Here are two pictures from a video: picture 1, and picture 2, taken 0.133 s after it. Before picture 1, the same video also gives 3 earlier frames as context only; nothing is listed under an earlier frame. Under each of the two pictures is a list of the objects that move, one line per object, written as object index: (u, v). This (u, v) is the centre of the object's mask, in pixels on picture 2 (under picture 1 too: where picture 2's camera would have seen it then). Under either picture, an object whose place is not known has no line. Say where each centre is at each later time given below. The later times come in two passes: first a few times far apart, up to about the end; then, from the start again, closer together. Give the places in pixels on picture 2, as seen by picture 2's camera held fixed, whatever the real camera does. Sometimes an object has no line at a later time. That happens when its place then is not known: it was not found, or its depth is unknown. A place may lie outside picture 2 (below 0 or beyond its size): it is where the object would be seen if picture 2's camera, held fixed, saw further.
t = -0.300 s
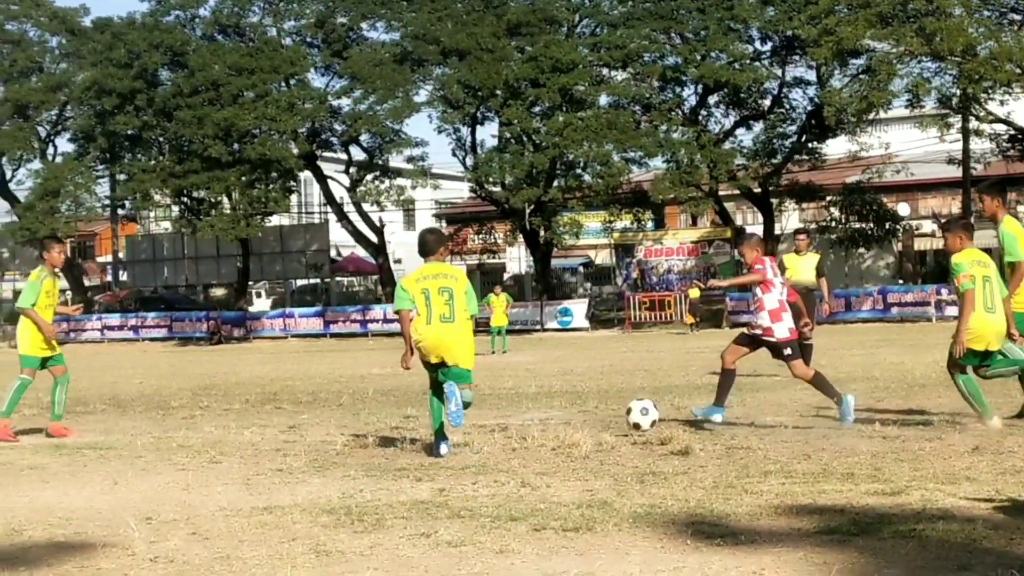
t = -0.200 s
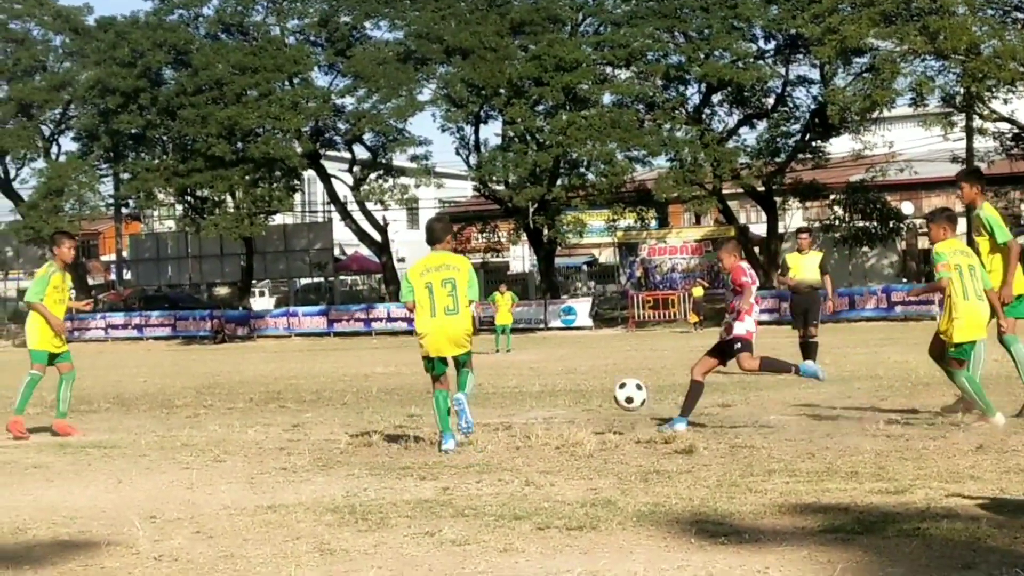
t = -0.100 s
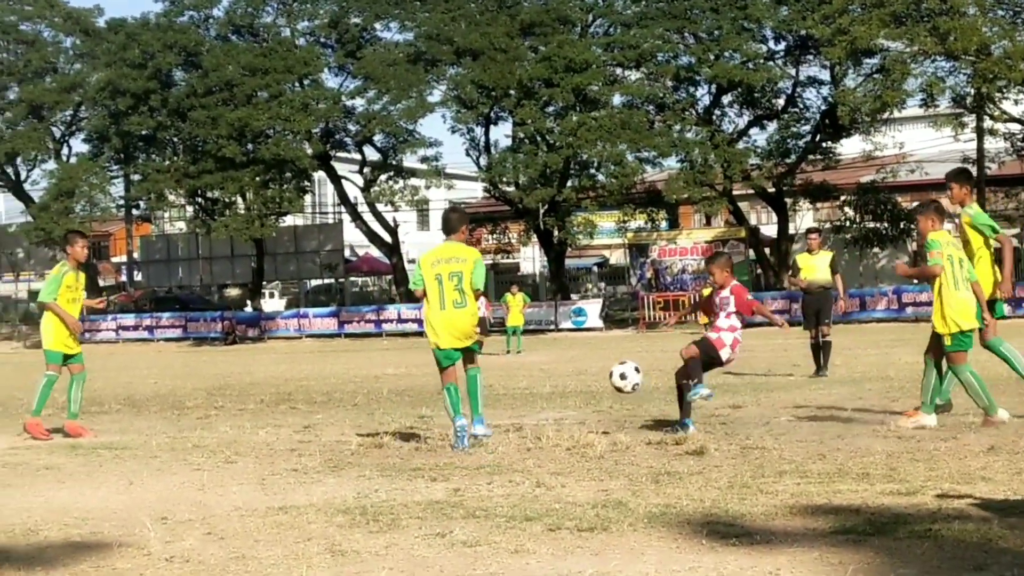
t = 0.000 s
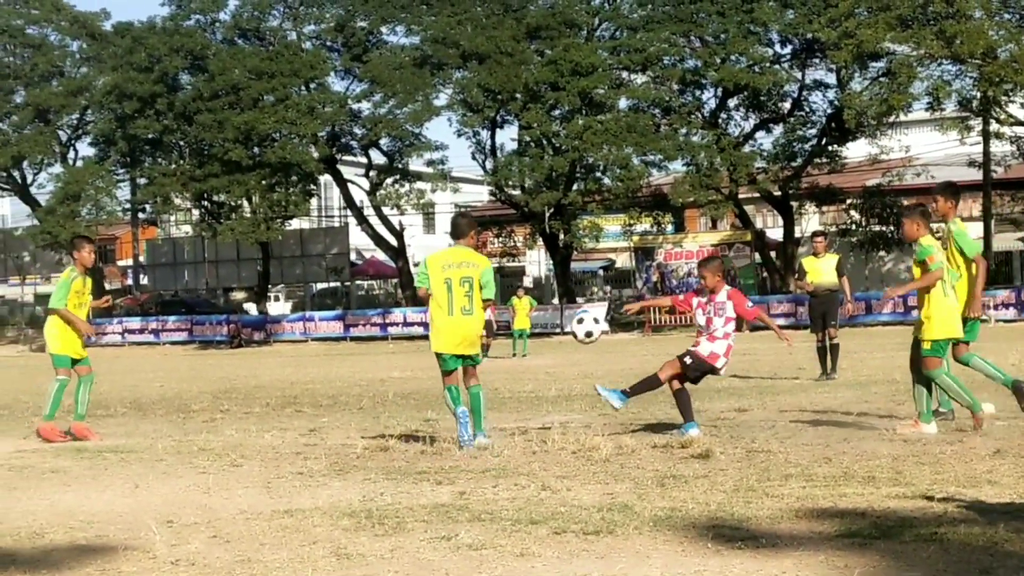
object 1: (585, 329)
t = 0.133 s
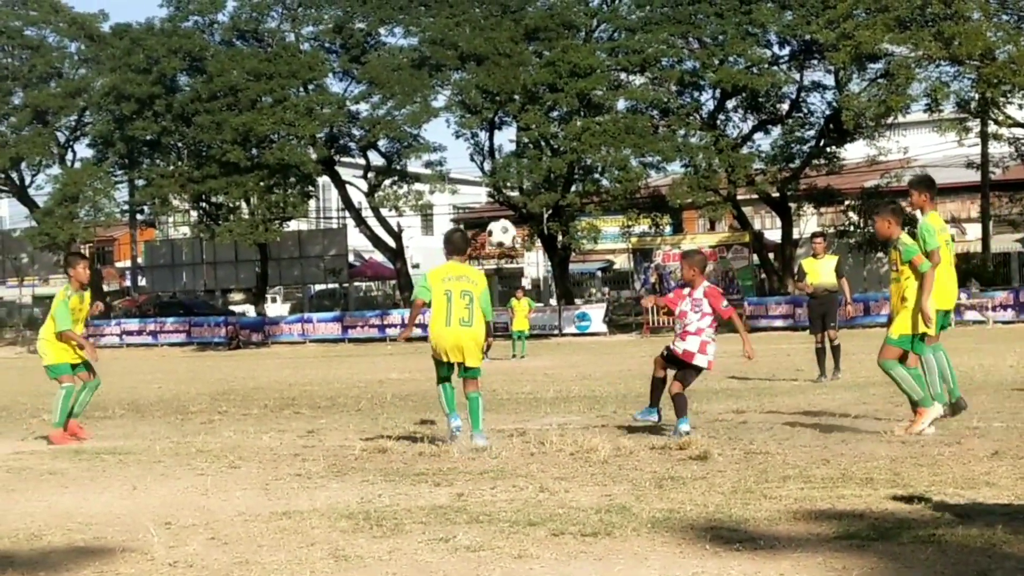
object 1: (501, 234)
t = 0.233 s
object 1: (445, 185)
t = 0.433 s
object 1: (351, 131)
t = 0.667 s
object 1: (261, 134)
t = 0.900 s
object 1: (186, 186)
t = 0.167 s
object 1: (482, 216)
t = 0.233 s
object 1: (445, 185)
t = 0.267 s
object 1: (427, 171)
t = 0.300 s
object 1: (413, 160)
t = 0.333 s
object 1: (396, 150)
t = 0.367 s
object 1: (380, 142)
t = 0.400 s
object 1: (365, 136)
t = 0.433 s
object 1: (351, 131)
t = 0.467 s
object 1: (336, 128)
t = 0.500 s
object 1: (323, 125)
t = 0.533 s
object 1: (310, 124)
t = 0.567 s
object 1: (297, 124)
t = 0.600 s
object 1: (285, 127)
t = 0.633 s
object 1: (273, 129)
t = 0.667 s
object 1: (261, 134)
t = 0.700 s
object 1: (250, 138)
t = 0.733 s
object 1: (239, 145)
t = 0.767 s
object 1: (229, 151)
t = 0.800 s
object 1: (217, 159)
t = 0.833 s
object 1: (207, 166)
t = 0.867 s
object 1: (196, 175)
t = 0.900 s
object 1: (186, 186)
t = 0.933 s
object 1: (176, 197)
